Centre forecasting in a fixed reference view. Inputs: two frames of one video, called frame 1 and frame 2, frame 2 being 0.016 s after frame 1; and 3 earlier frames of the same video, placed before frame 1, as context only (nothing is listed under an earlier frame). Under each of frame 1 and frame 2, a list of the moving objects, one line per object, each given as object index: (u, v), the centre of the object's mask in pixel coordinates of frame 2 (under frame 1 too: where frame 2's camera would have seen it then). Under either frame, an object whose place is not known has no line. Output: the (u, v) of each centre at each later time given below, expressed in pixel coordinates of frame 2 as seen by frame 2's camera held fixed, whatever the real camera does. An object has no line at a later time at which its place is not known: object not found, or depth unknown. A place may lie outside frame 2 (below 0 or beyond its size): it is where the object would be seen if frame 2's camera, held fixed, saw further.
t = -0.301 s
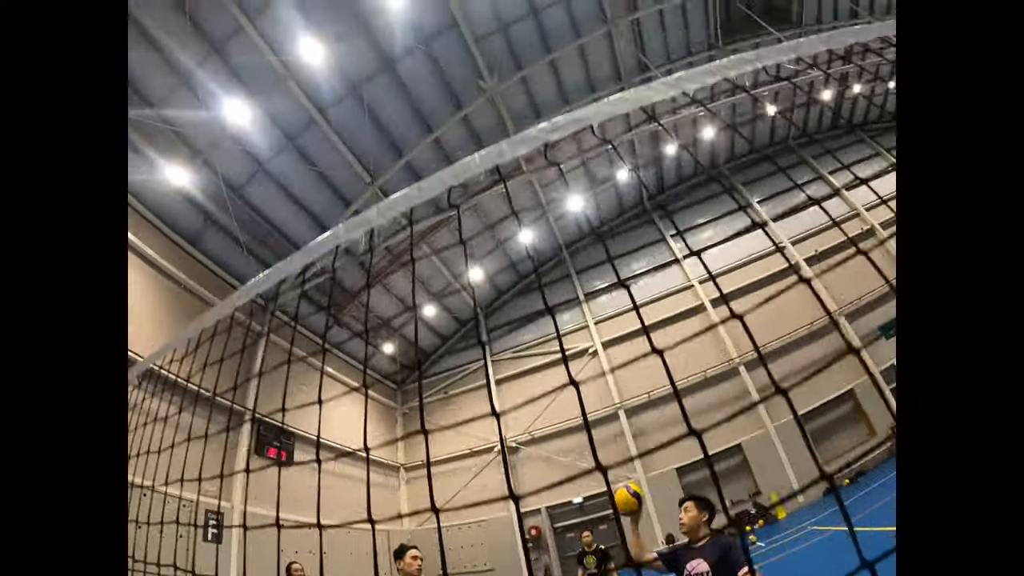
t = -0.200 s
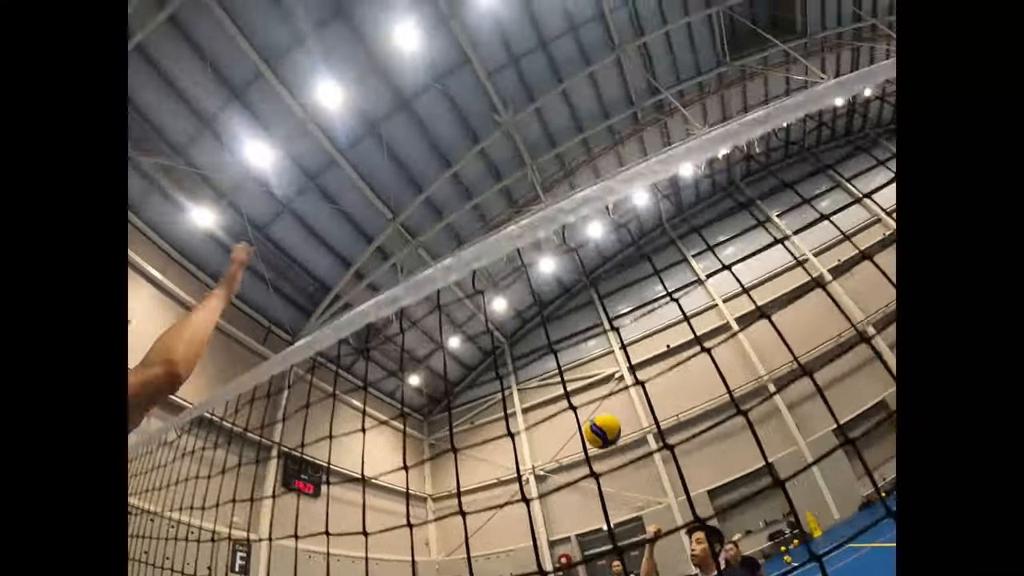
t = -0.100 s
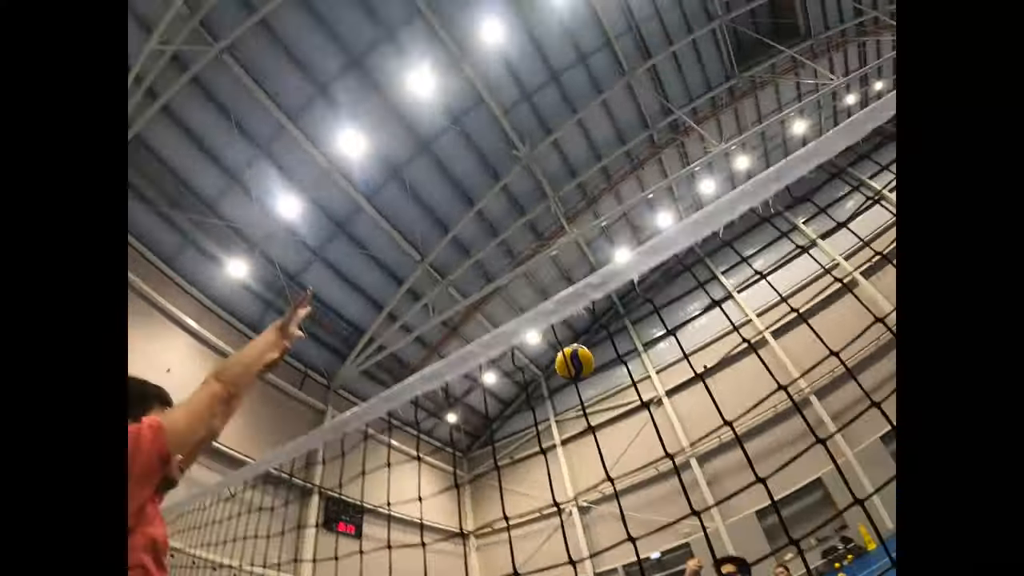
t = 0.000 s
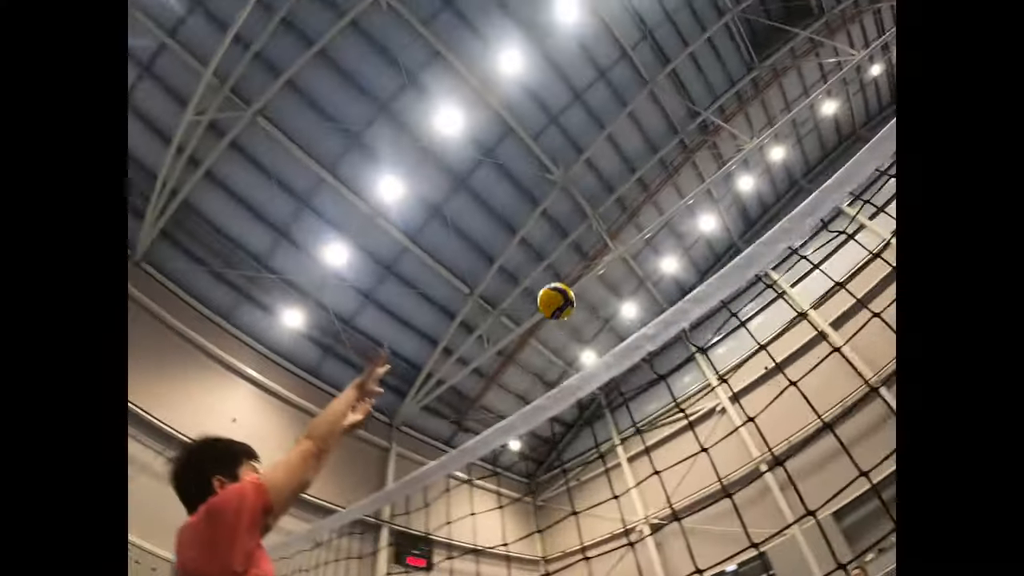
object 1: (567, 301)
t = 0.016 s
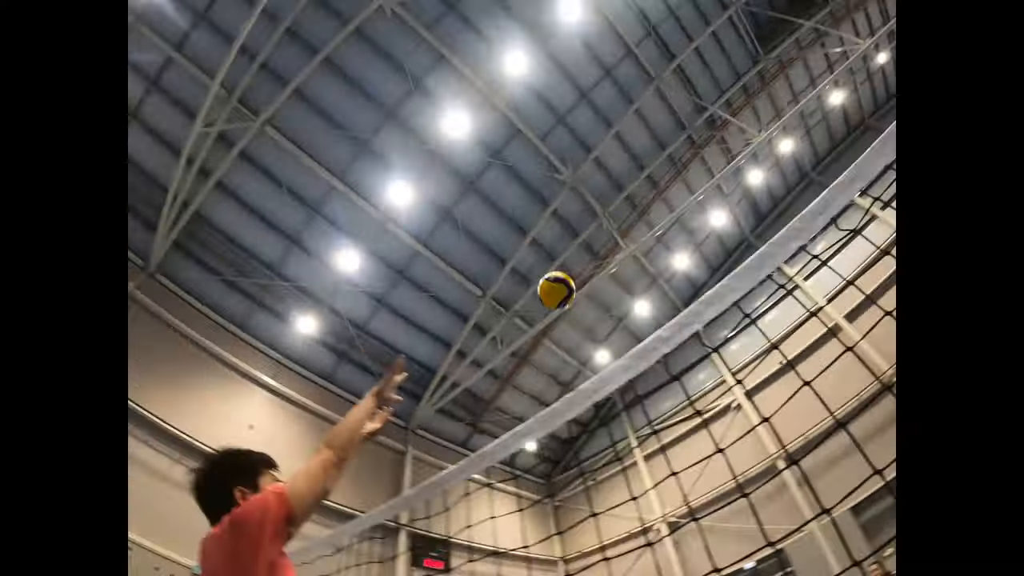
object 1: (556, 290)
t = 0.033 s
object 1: (546, 280)
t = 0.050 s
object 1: (538, 270)
